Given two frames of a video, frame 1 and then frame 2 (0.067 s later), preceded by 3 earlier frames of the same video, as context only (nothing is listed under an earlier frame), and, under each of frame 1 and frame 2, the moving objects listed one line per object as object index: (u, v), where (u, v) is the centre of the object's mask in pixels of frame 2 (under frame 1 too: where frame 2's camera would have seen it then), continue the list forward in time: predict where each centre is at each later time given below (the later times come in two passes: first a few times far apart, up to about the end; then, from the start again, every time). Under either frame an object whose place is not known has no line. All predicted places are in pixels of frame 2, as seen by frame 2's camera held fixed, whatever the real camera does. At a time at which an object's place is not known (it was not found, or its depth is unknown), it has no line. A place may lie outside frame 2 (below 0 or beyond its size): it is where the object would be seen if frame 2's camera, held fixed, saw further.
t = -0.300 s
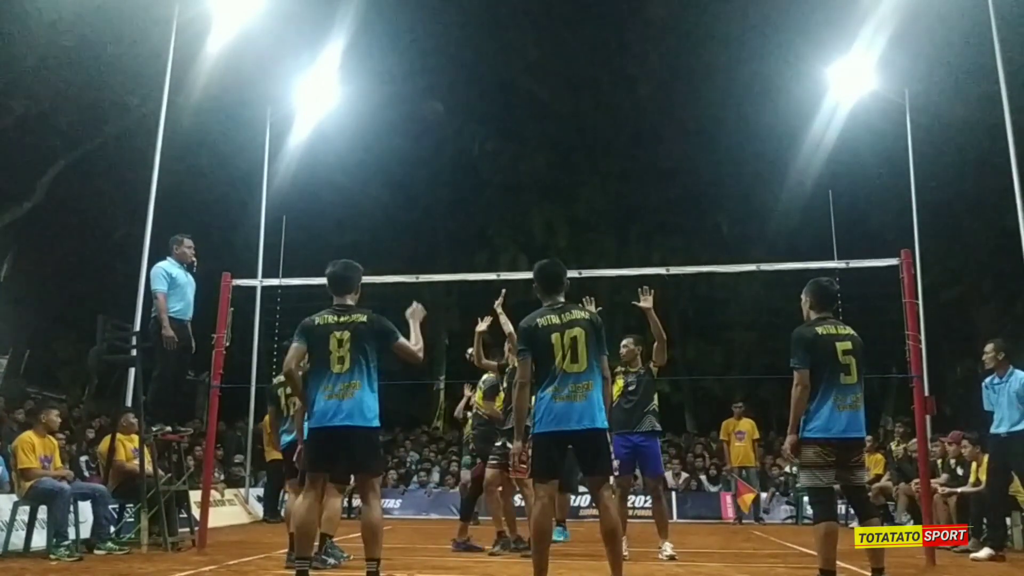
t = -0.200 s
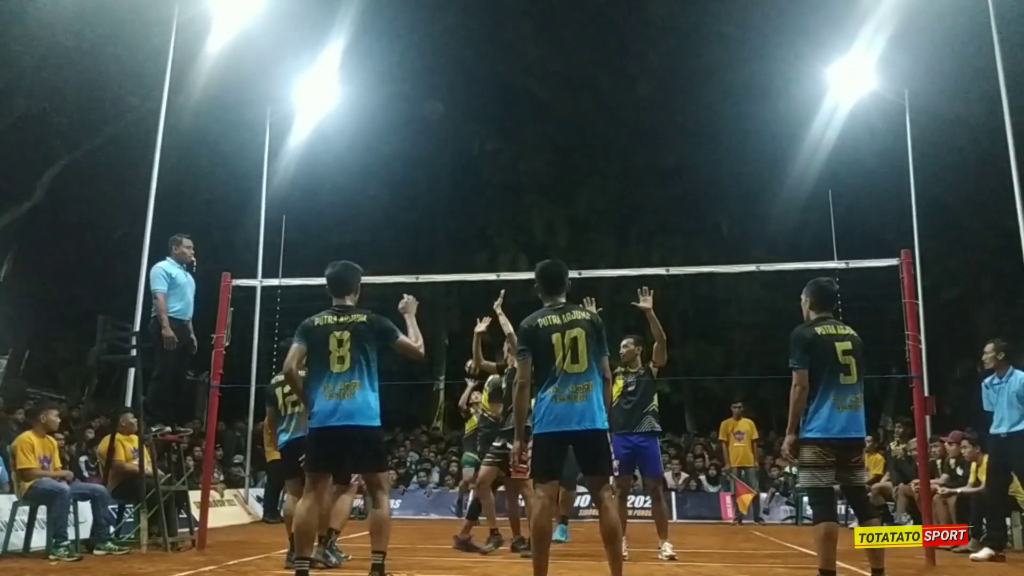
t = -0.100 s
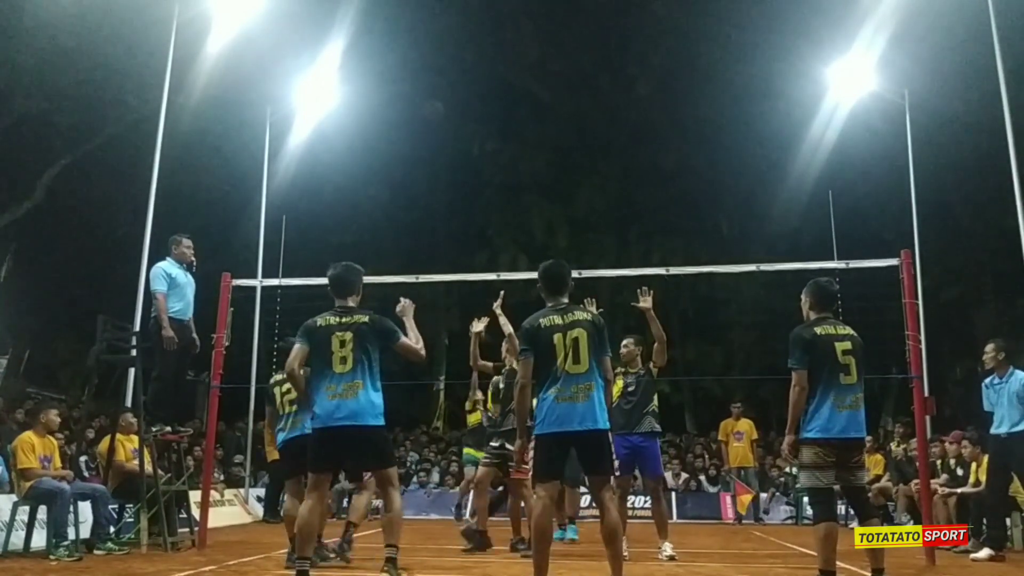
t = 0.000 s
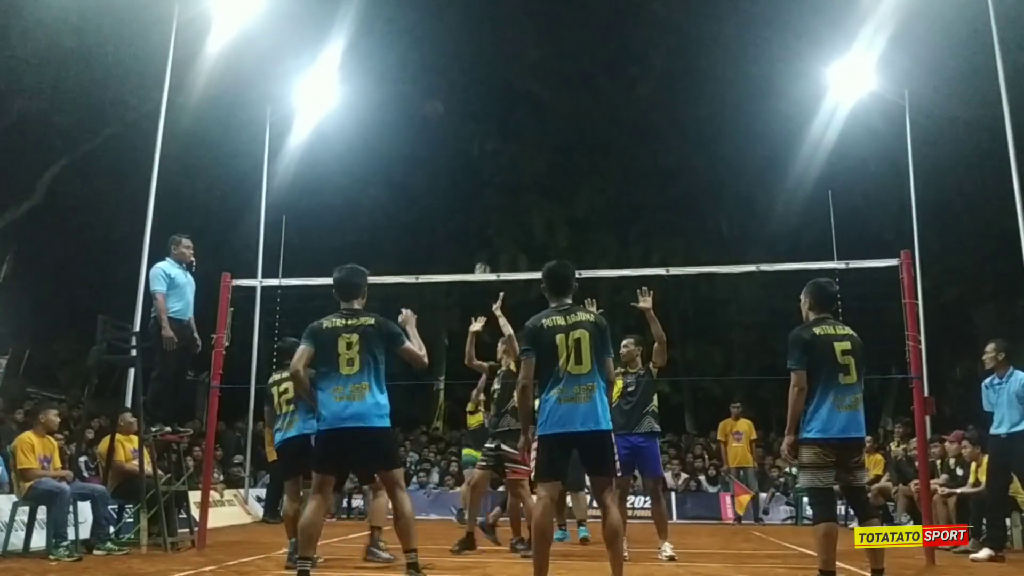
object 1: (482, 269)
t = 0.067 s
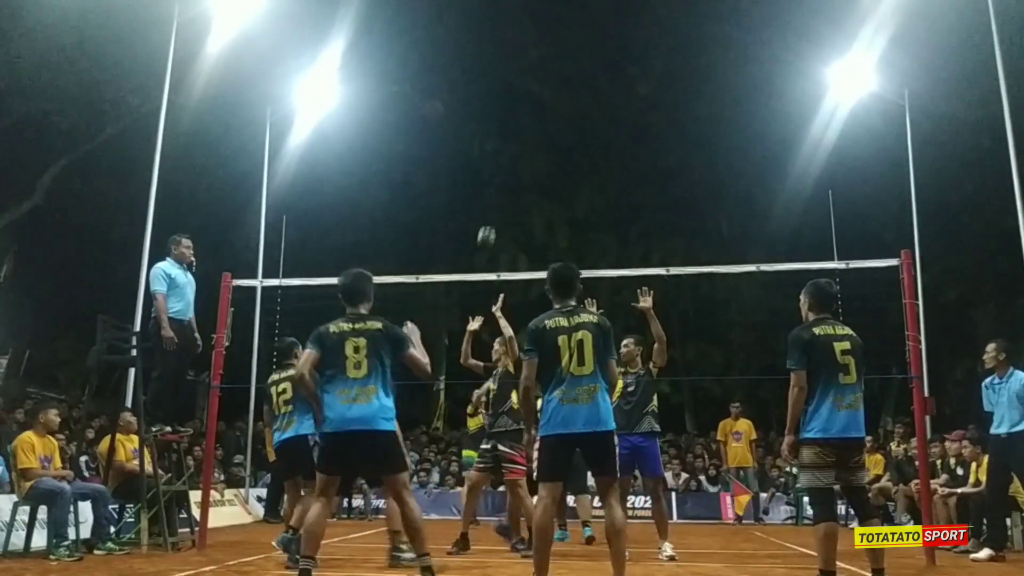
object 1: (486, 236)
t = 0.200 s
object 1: (496, 171)
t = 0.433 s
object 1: (521, 81)
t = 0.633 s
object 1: (548, 31)
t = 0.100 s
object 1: (489, 220)
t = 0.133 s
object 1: (491, 204)
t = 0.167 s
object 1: (493, 187)
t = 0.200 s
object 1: (496, 171)
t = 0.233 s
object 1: (499, 157)
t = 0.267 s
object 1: (501, 144)
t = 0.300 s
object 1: (505, 129)
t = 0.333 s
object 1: (509, 117)
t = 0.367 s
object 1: (512, 106)
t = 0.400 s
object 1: (516, 94)
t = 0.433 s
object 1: (521, 81)
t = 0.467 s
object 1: (525, 72)
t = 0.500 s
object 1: (530, 62)
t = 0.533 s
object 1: (535, 52)
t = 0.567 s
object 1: (539, 44)
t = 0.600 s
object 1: (543, 38)
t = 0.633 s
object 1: (548, 31)
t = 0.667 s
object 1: (553, 25)
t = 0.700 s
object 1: (558, 20)
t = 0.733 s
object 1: (564, 15)
